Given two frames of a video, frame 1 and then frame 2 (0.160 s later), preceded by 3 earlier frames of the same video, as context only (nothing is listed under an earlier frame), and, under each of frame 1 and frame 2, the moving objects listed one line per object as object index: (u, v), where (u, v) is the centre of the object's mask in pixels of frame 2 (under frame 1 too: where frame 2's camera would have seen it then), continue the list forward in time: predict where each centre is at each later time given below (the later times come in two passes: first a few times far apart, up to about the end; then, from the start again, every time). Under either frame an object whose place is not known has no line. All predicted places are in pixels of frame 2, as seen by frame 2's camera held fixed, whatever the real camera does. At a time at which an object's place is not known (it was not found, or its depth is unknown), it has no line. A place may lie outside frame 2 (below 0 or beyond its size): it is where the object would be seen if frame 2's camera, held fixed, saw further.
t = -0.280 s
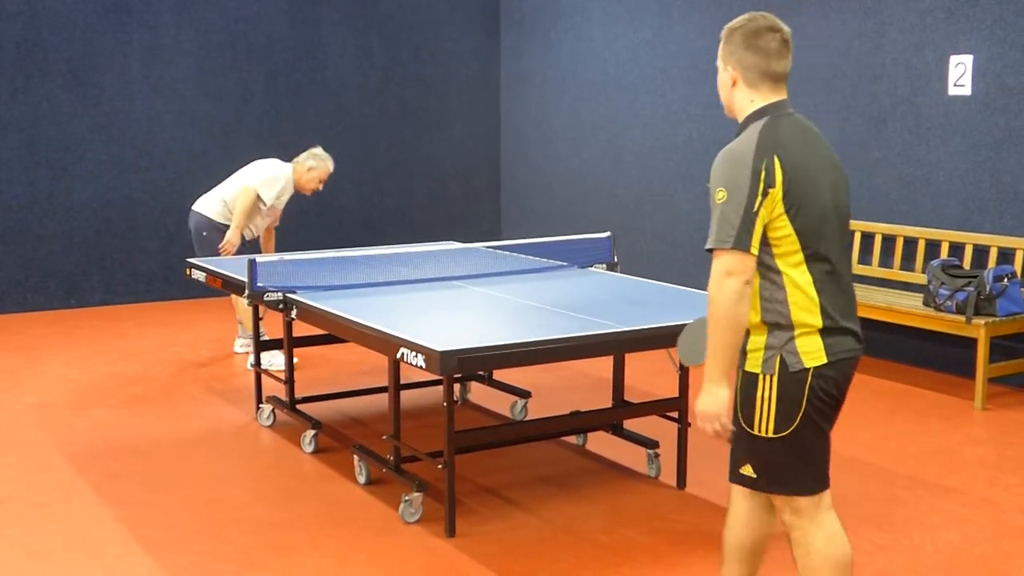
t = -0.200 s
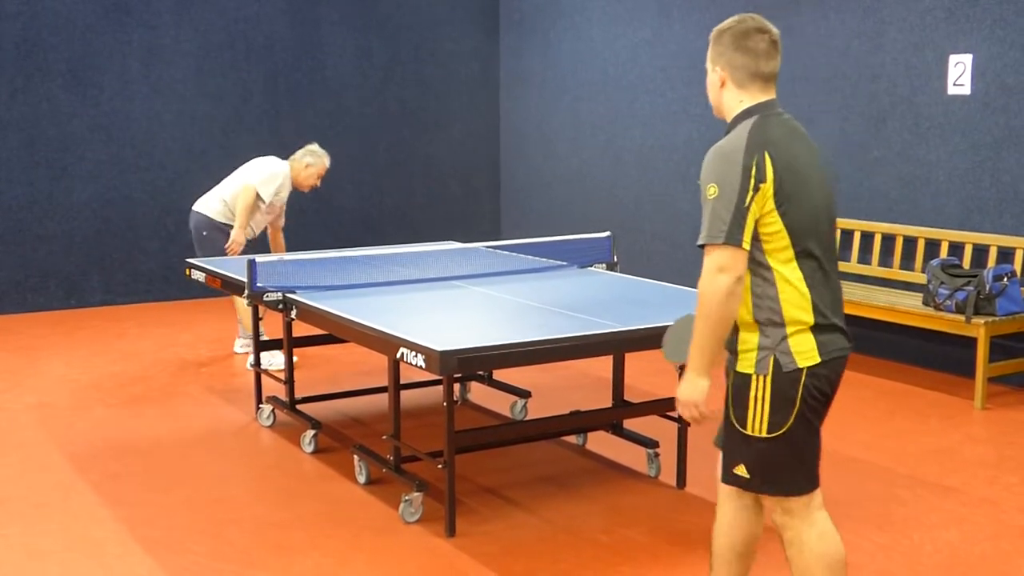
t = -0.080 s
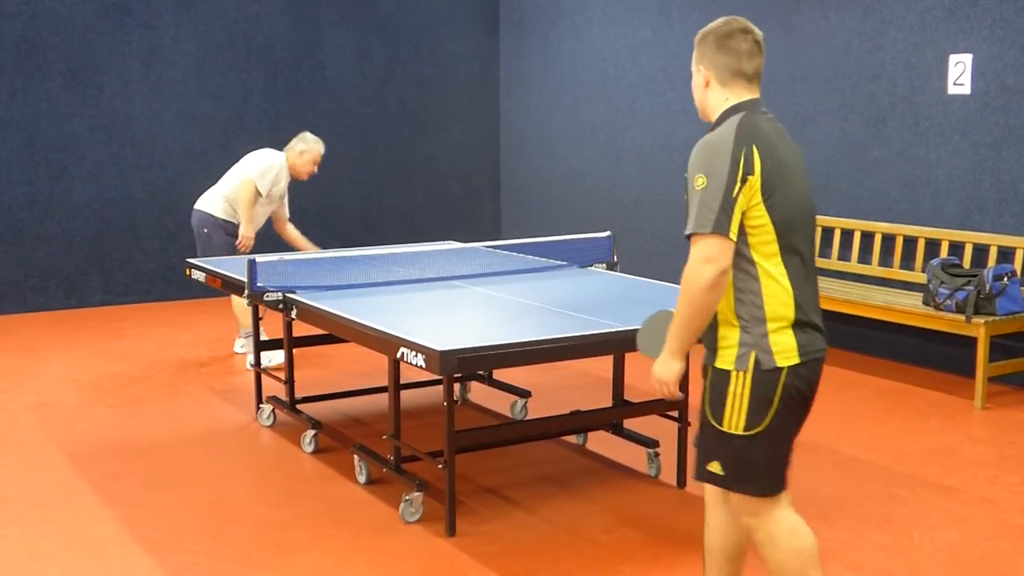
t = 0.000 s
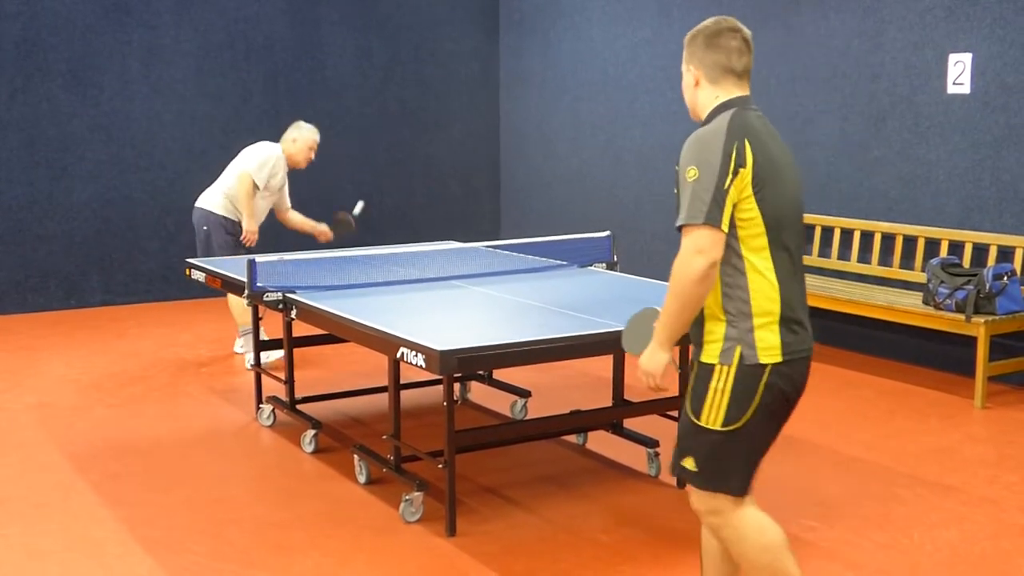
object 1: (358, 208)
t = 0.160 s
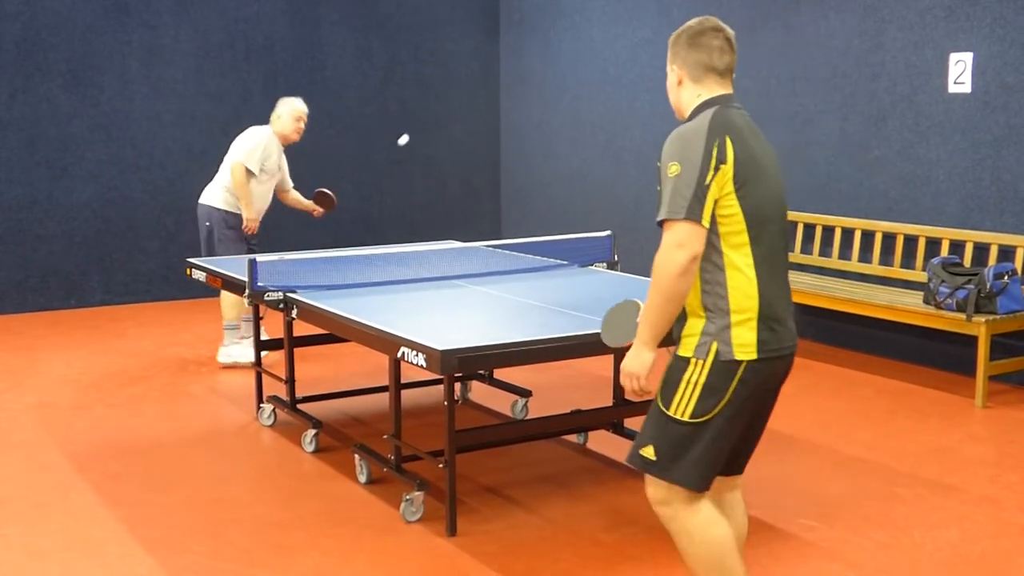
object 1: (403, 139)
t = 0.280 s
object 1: (439, 120)
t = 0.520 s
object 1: (519, 179)
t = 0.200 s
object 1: (415, 130)
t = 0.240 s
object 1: (427, 123)
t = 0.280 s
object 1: (439, 120)
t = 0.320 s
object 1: (451, 119)
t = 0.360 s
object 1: (464, 123)
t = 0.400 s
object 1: (478, 130)
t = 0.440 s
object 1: (491, 142)
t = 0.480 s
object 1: (505, 158)
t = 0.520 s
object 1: (519, 179)
